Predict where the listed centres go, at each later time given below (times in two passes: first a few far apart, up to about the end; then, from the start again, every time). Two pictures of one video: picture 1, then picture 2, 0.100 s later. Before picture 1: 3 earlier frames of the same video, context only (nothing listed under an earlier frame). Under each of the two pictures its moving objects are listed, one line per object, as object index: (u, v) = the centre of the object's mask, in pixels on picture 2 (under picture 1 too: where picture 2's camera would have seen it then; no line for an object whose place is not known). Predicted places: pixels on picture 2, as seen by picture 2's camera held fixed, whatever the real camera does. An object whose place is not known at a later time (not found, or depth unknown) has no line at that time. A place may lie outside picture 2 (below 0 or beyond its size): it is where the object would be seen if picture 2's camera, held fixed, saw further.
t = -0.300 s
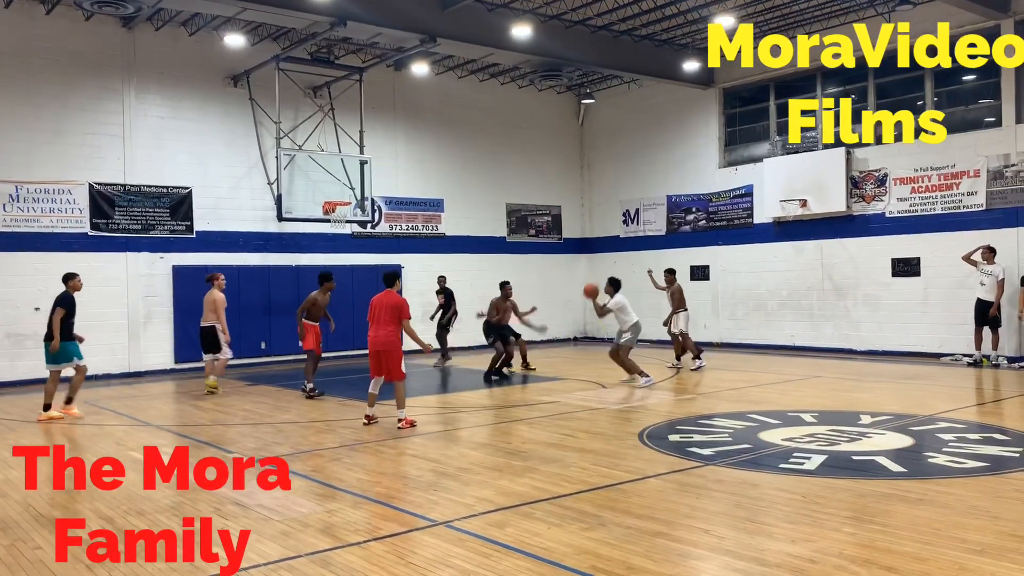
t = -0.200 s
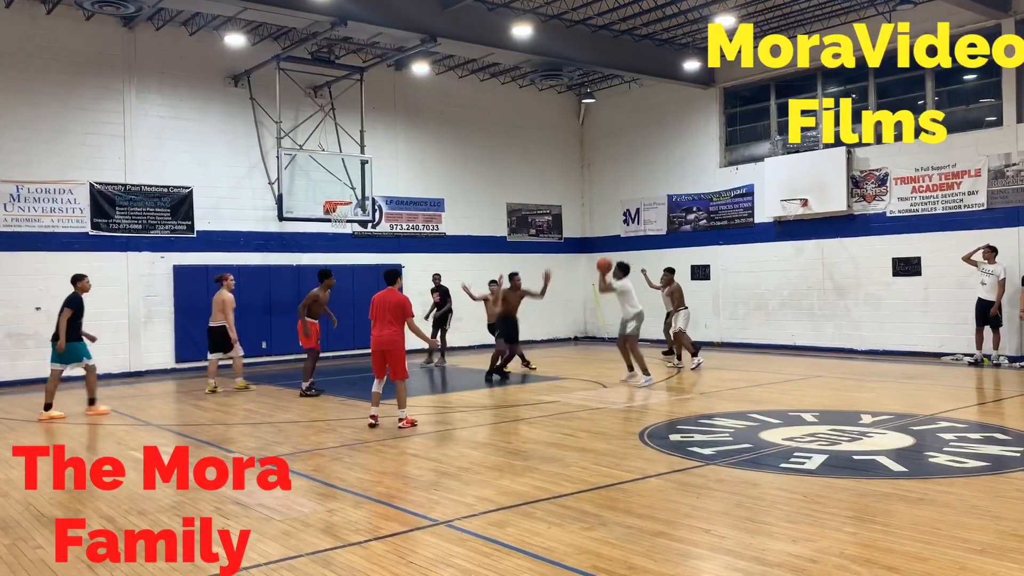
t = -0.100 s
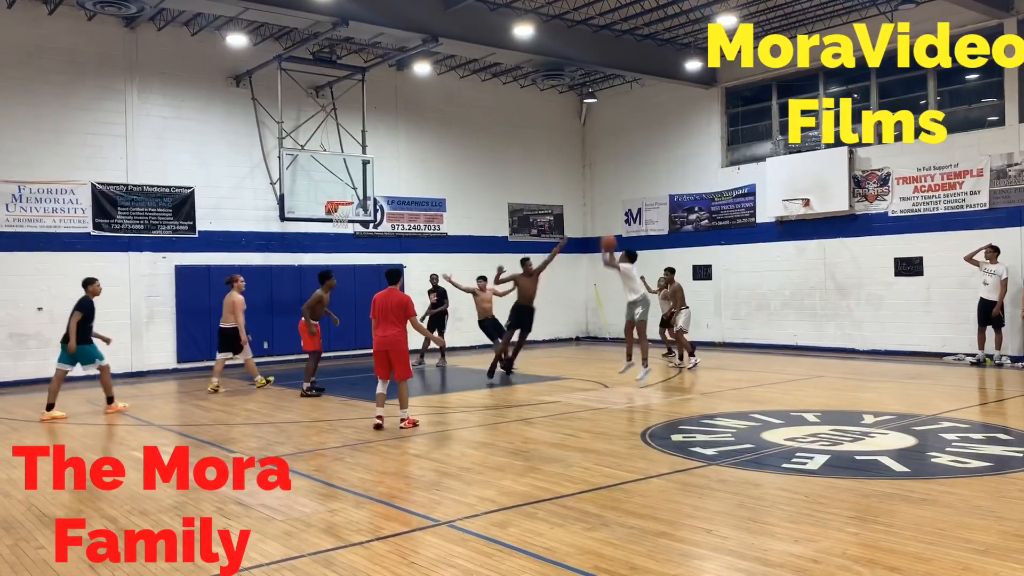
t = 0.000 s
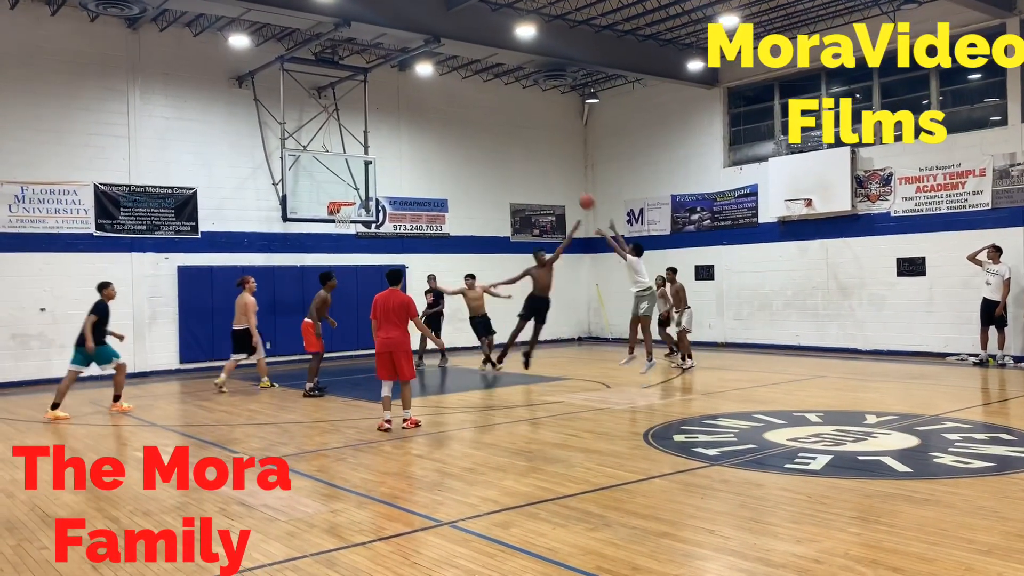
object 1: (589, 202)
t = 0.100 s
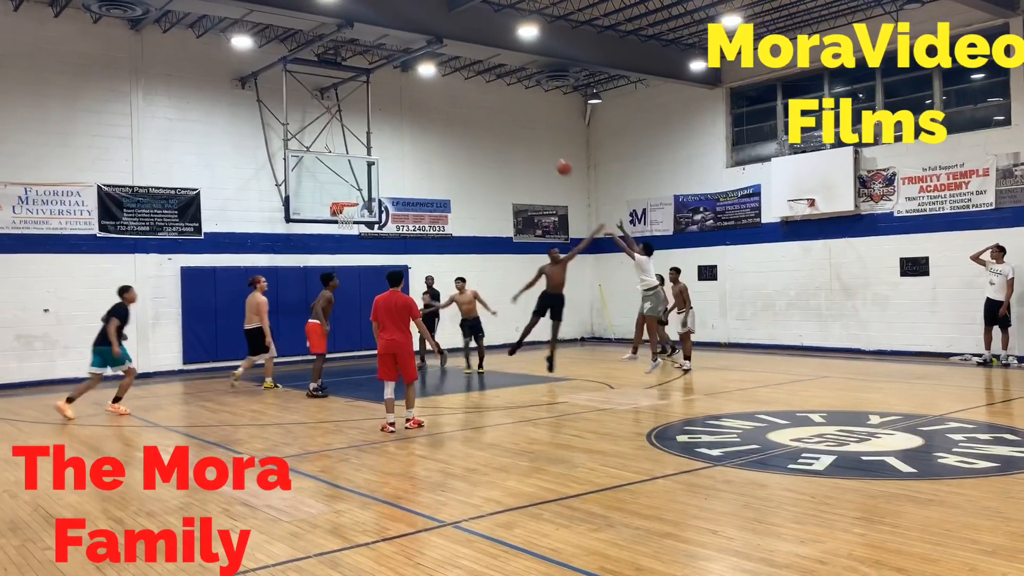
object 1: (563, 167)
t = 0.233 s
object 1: (532, 134)
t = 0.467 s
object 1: (483, 104)
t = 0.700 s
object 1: (437, 108)
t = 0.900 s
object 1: (403, 137)
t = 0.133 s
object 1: (556, 158)
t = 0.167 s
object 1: (548, 149)
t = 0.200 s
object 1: (540, 141)
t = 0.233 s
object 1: (532, 134)
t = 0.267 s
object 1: (525, 127)
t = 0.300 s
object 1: (518, 122)
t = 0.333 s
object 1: (510, 117)
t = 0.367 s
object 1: (503, 113)
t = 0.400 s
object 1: (496, 109)
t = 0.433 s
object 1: (489, 106)
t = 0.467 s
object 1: (483, 104)
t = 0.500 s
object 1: (476, 103)
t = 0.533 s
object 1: (469, 102)
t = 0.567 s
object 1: (463, 102)
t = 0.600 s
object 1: (456, 103)
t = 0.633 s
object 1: (450, 104)
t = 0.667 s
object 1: (444, 106)
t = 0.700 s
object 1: (437, 108)
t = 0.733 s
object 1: (431, 112)
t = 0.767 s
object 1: (425, 116)
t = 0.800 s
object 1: (420, 120)
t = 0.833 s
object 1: (414, 125)
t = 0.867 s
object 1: (408, 131)
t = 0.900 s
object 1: (403, 137)
